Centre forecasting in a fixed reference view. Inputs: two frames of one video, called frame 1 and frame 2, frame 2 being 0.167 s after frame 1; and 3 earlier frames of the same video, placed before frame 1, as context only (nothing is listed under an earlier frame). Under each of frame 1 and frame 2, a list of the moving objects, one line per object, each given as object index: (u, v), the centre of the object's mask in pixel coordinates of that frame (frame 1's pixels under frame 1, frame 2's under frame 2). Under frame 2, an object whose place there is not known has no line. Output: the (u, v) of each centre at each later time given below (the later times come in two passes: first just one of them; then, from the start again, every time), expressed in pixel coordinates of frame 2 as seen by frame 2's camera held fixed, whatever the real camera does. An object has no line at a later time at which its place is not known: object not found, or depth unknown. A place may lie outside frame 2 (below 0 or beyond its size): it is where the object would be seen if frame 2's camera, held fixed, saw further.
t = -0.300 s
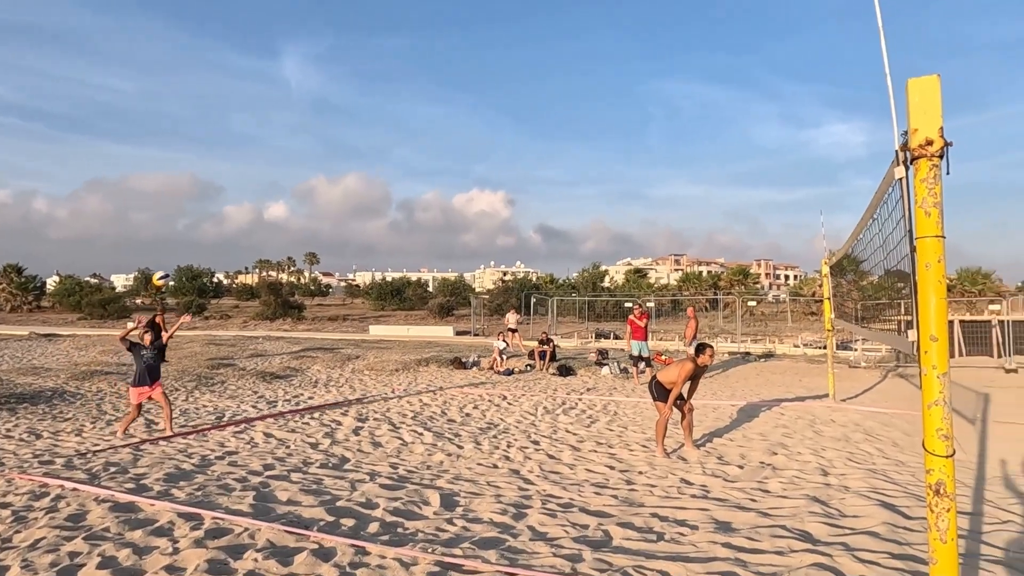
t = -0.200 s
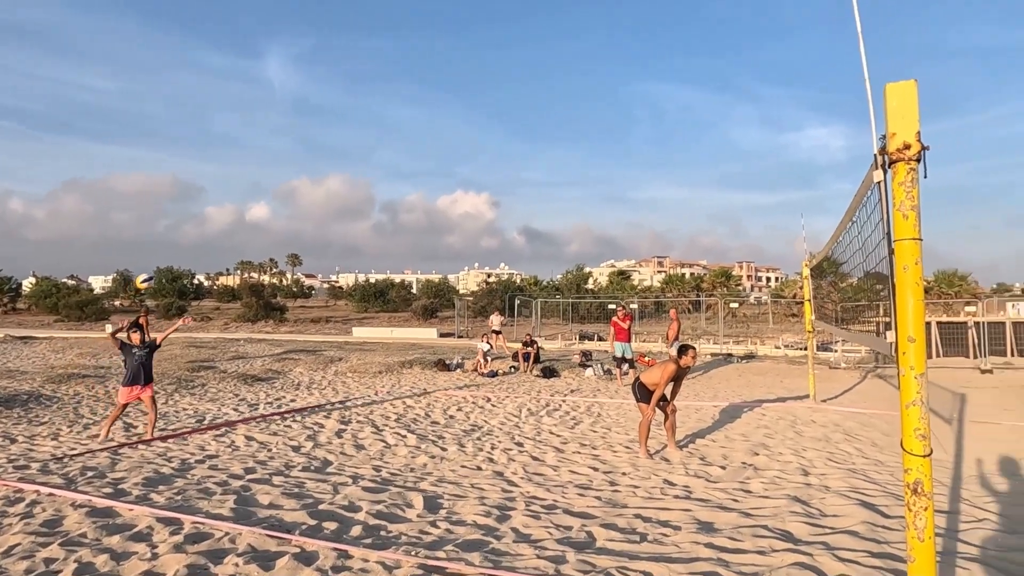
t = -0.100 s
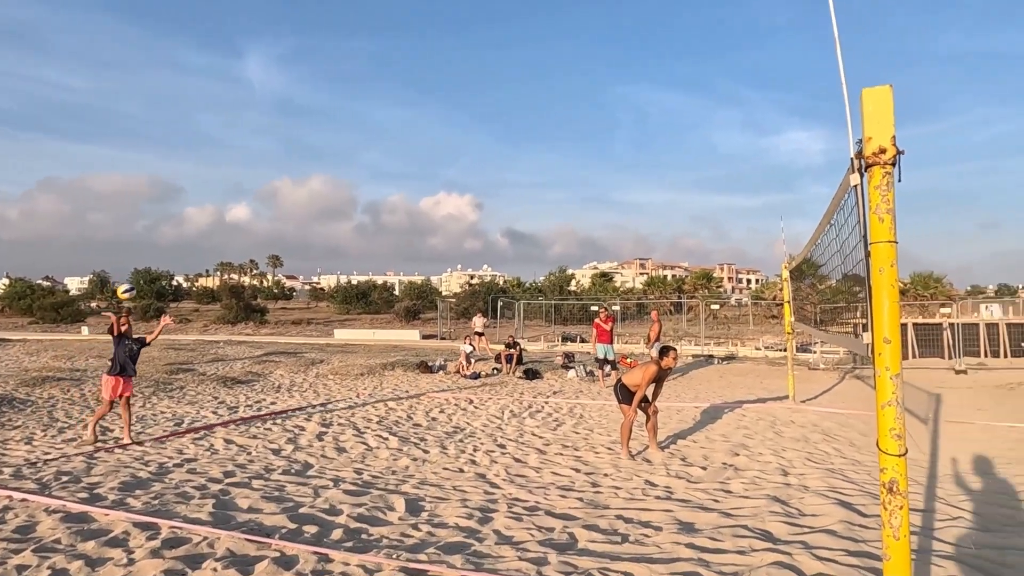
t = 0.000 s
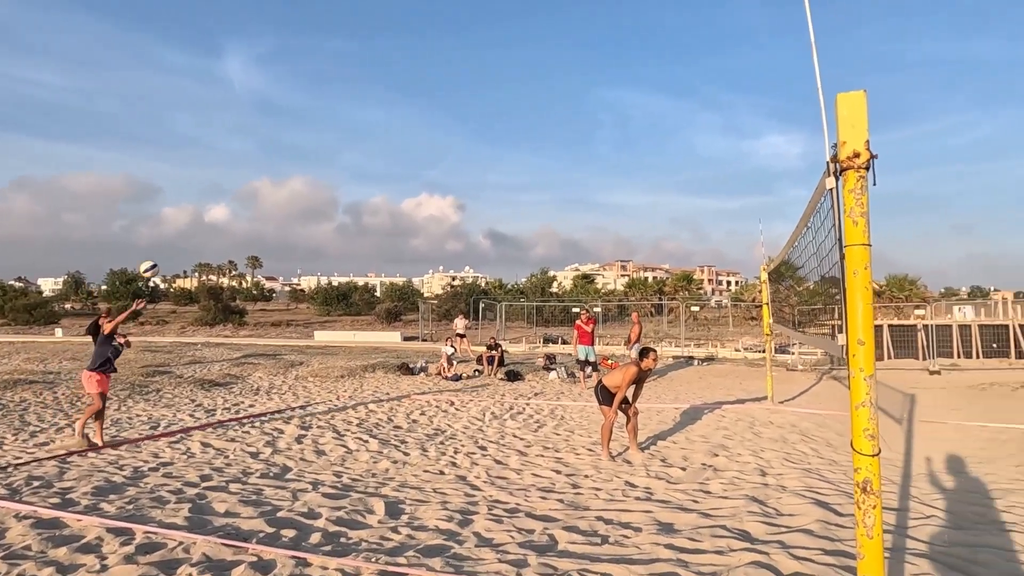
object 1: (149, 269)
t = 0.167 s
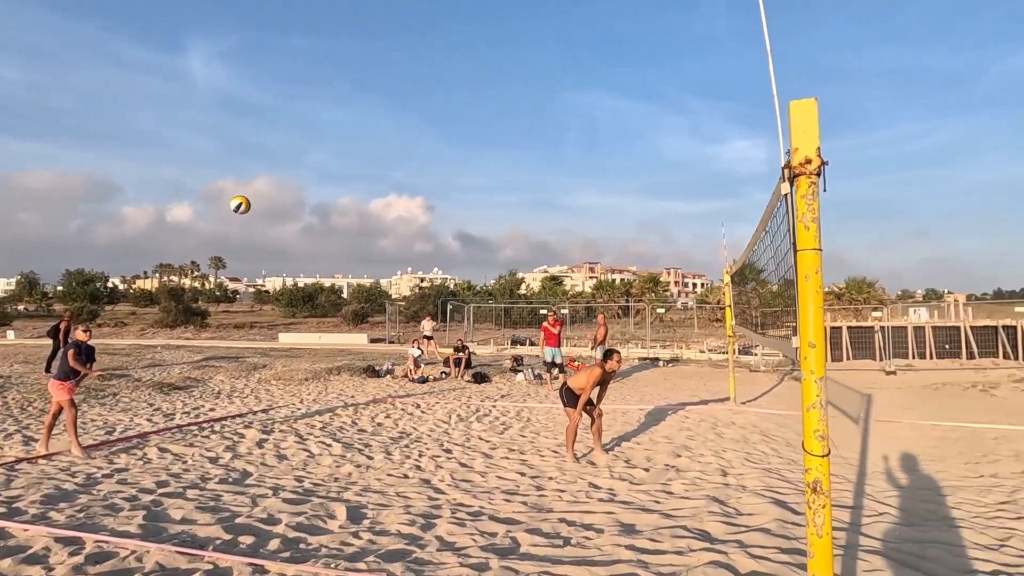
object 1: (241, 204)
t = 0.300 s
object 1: (357, 168)
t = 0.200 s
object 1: (269, 194)
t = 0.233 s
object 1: (298, 185)
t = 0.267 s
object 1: (327, 176)
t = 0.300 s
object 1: (357, 168)
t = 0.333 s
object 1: (387, 161)
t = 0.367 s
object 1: (418, 155)
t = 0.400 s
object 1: (449, 150)
